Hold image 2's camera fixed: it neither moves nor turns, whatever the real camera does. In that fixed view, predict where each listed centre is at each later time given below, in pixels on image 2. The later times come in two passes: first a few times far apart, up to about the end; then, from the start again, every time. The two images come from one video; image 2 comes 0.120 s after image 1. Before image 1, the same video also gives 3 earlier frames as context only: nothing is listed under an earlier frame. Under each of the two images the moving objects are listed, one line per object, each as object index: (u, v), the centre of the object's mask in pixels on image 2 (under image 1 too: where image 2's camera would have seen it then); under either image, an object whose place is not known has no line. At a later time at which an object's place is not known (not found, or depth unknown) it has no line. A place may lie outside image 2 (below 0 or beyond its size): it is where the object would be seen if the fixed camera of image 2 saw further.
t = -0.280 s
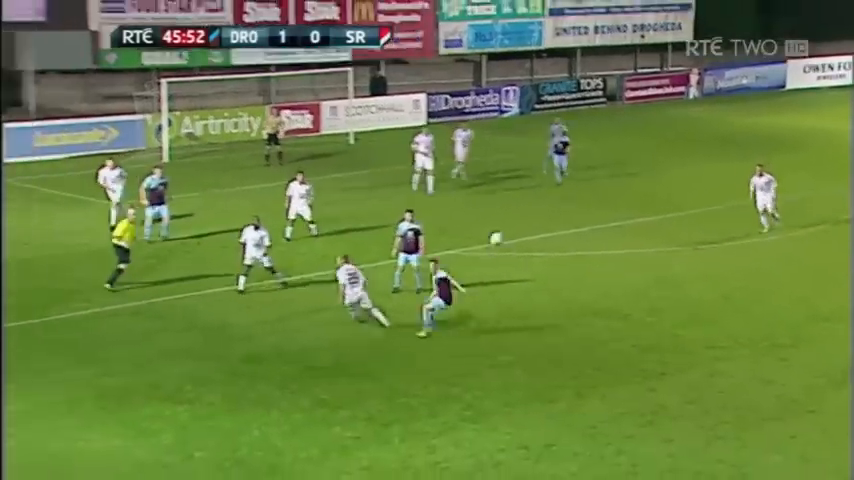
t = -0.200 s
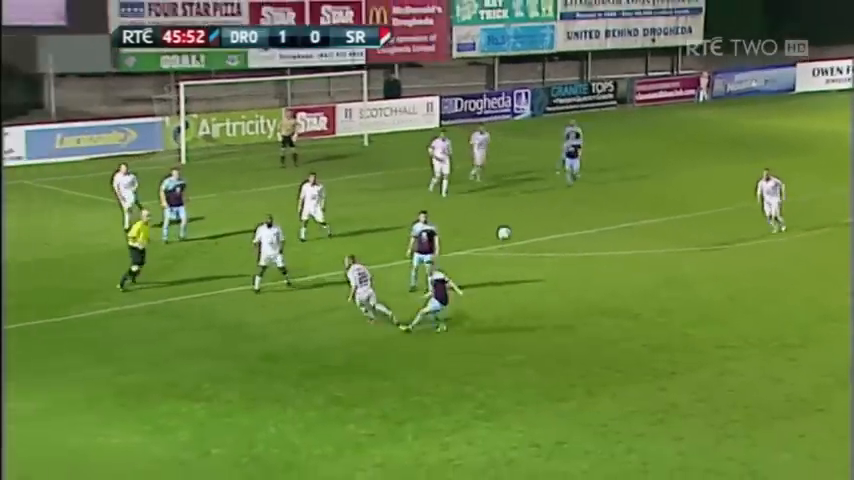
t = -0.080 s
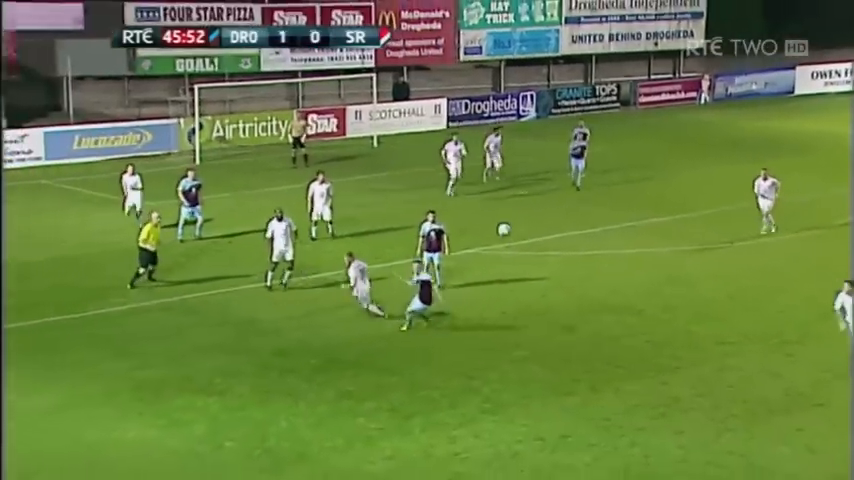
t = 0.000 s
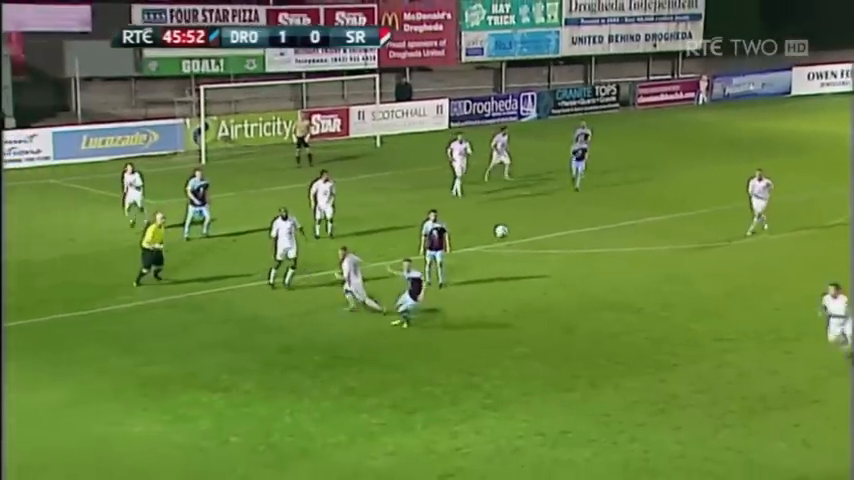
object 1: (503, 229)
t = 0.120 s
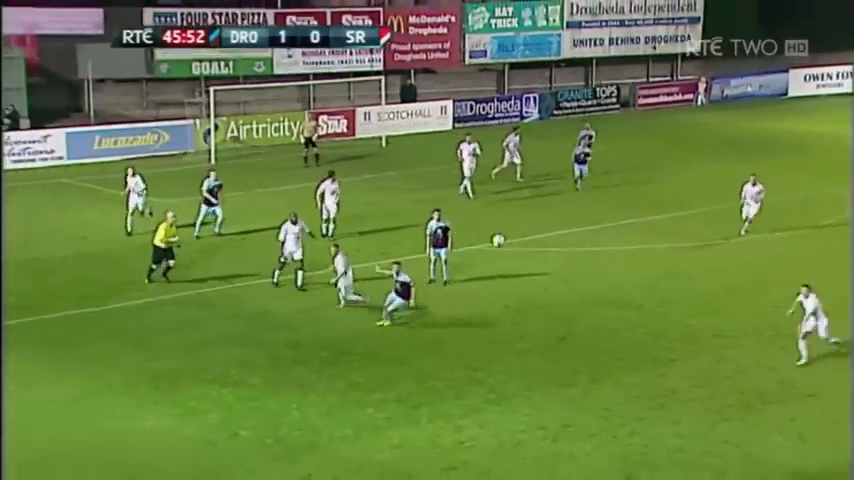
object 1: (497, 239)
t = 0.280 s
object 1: (489, 266)
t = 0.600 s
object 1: (473, 374)
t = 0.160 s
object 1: (495, 245)
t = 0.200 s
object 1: (493, 251)
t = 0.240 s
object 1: (491, 259)
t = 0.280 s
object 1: (489, 266)
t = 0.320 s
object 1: (487, 276)
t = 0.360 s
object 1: (485, 288)
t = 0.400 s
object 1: (483, 299)
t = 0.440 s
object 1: (481, 311)
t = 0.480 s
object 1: (479, 325)
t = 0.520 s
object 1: (477, 340)
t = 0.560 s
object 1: (474, 356)
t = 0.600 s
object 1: (473, 374)
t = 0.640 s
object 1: (471, 392)
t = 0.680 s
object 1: (469, 412)
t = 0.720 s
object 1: (468, 423)
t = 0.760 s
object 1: (469, 414)
